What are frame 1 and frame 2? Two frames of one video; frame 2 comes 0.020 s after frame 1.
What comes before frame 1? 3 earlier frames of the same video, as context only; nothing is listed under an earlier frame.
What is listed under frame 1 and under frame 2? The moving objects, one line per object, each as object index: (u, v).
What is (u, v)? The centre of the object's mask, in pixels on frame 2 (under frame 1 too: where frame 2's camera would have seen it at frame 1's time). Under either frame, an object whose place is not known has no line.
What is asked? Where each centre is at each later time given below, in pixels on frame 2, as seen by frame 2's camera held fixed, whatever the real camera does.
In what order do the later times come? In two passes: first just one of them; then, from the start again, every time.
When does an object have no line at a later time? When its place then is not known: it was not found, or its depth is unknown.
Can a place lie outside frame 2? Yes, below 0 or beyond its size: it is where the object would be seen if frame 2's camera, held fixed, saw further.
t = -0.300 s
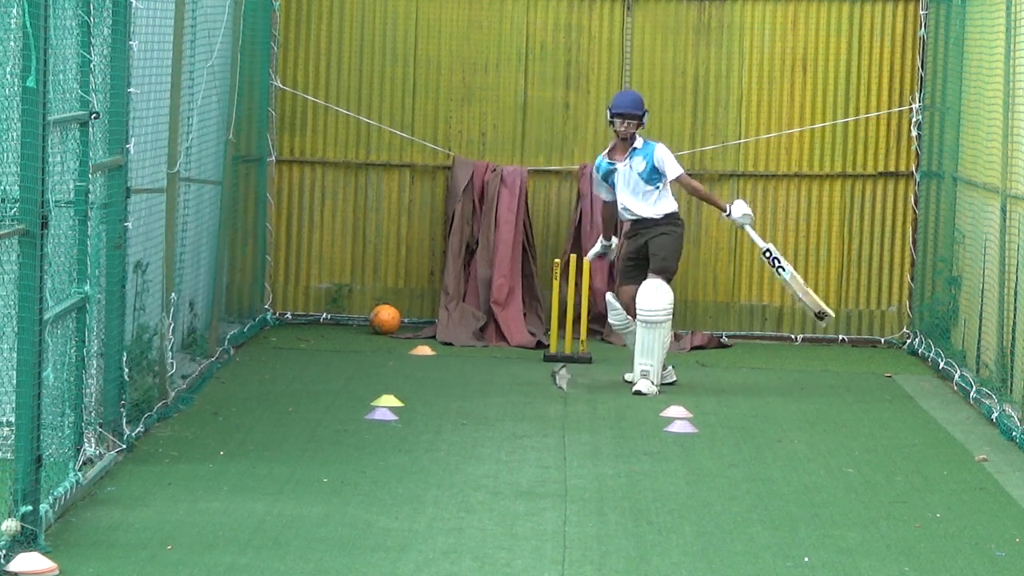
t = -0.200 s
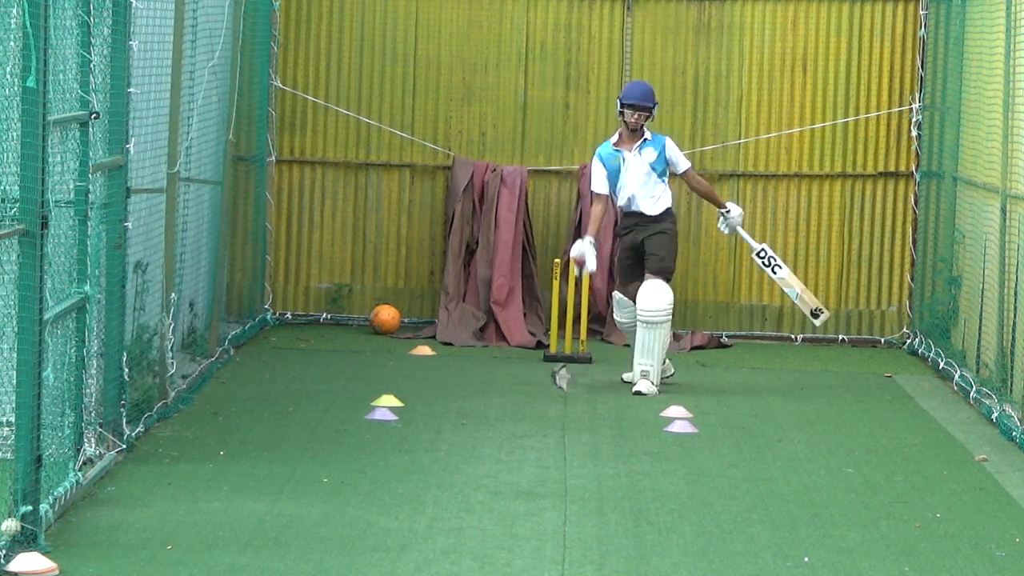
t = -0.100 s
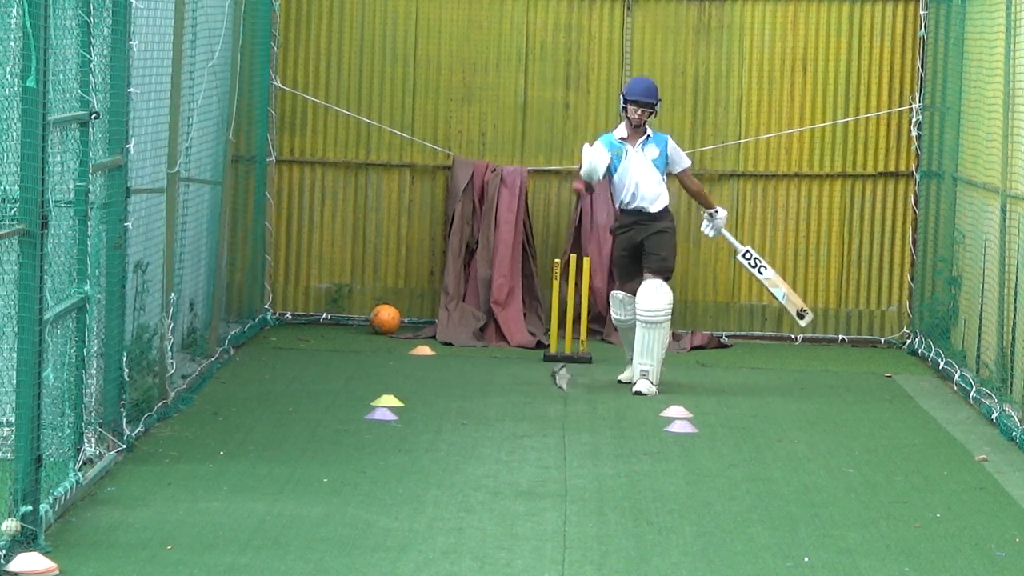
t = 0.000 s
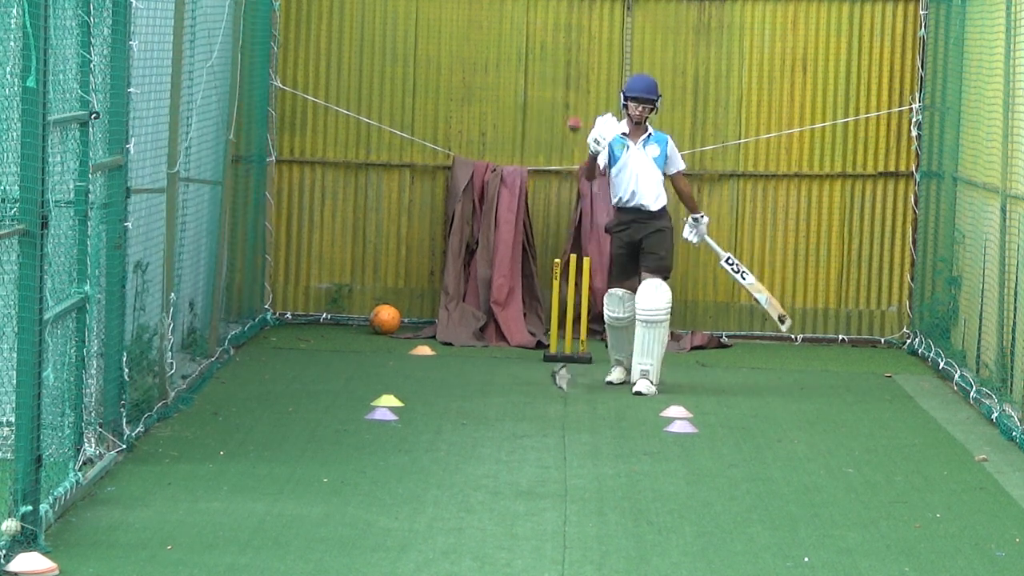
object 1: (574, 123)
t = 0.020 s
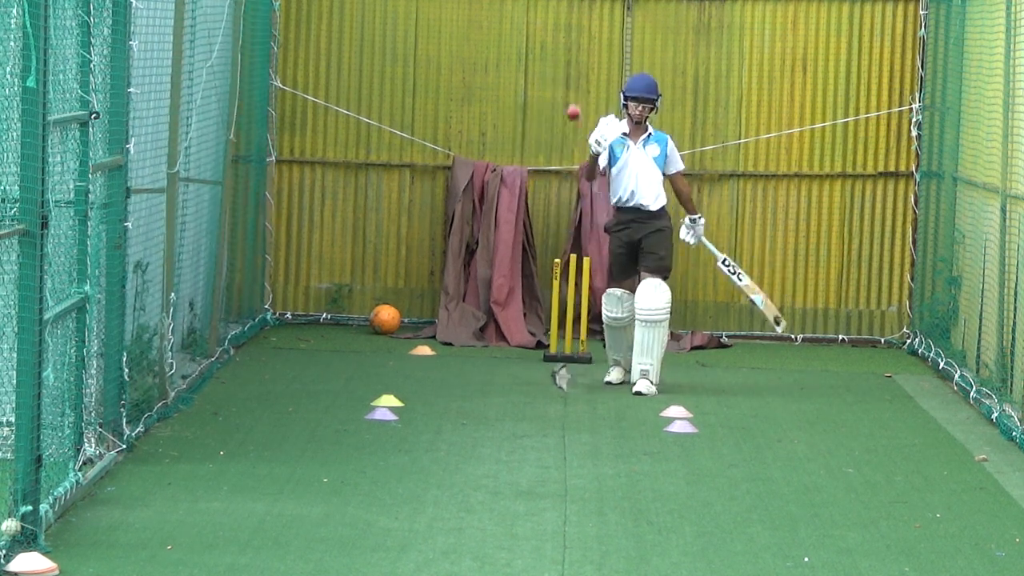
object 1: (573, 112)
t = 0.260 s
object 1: (560, 27)
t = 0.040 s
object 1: (572, 102)
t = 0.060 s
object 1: (572, 92)
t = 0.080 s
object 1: (571, 83)
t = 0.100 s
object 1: (570, 73)
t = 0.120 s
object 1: (569, 65)
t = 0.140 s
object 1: (568, 57)
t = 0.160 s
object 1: (567, 50)
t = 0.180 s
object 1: (565, 44)
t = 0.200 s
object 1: (564, 38)
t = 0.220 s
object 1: (563, 34)
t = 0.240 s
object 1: (562, 30)
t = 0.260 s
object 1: (560, 27)
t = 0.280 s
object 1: (559, 24)
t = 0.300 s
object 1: (557, 23)
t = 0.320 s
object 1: (556, 23)
